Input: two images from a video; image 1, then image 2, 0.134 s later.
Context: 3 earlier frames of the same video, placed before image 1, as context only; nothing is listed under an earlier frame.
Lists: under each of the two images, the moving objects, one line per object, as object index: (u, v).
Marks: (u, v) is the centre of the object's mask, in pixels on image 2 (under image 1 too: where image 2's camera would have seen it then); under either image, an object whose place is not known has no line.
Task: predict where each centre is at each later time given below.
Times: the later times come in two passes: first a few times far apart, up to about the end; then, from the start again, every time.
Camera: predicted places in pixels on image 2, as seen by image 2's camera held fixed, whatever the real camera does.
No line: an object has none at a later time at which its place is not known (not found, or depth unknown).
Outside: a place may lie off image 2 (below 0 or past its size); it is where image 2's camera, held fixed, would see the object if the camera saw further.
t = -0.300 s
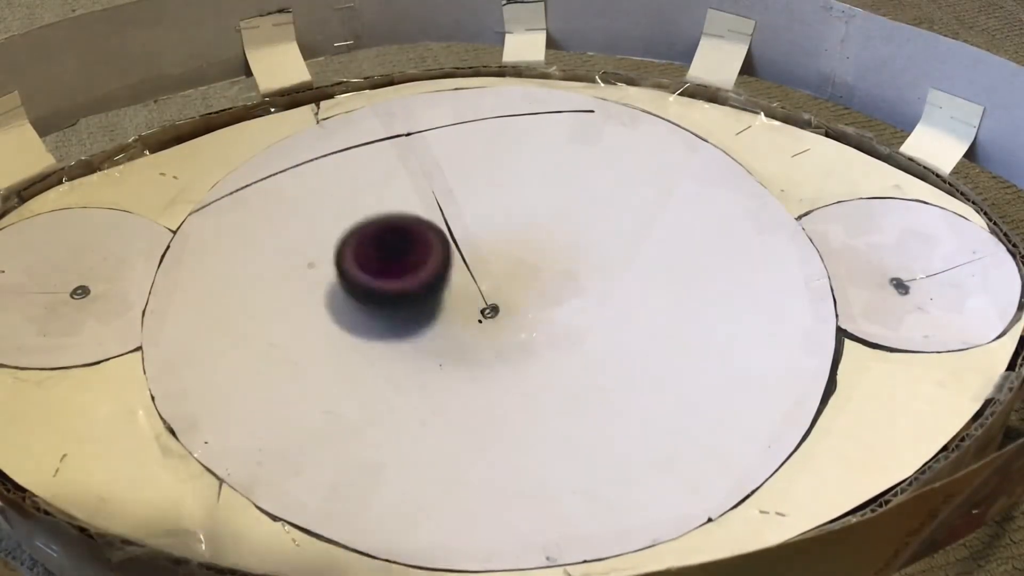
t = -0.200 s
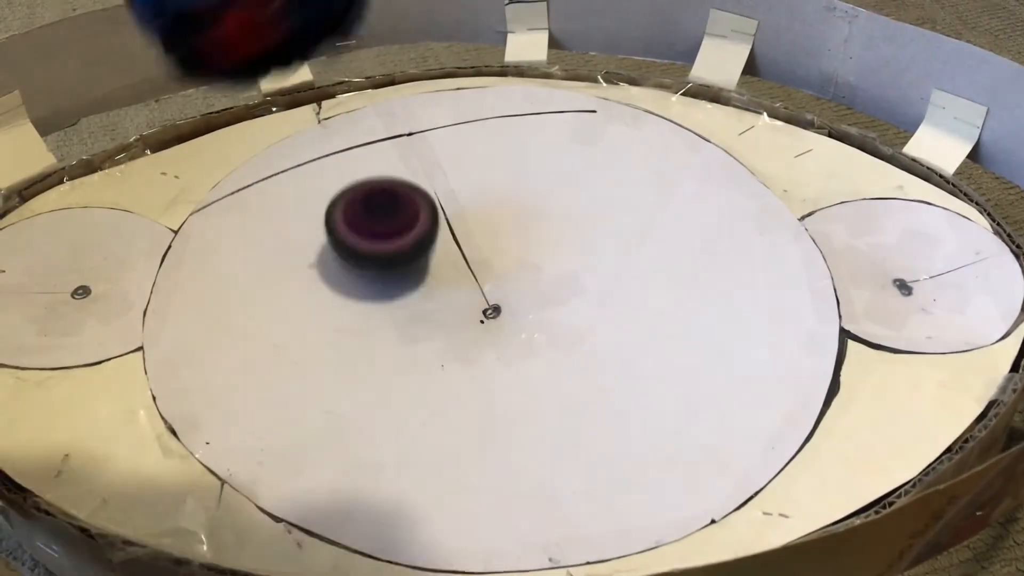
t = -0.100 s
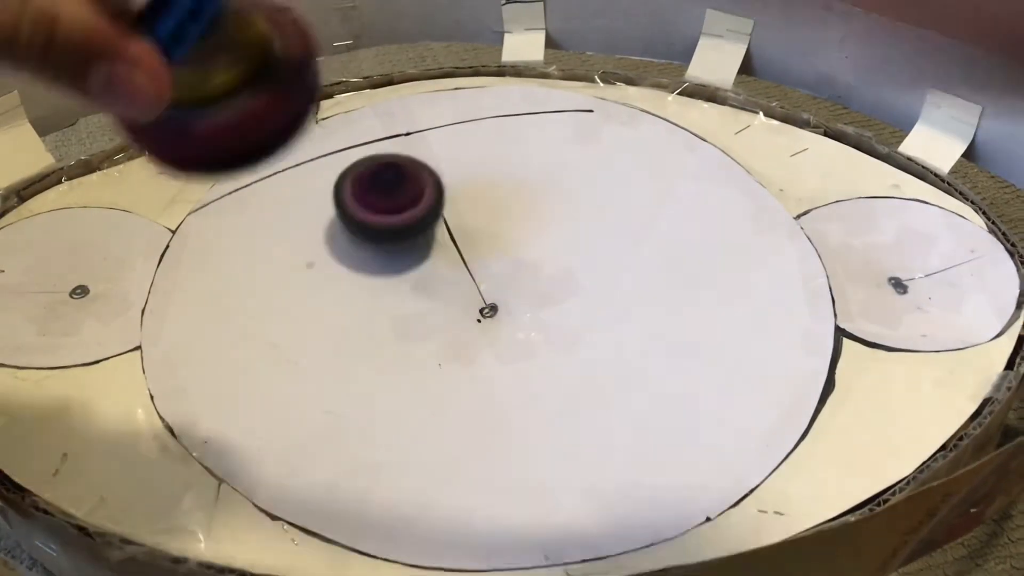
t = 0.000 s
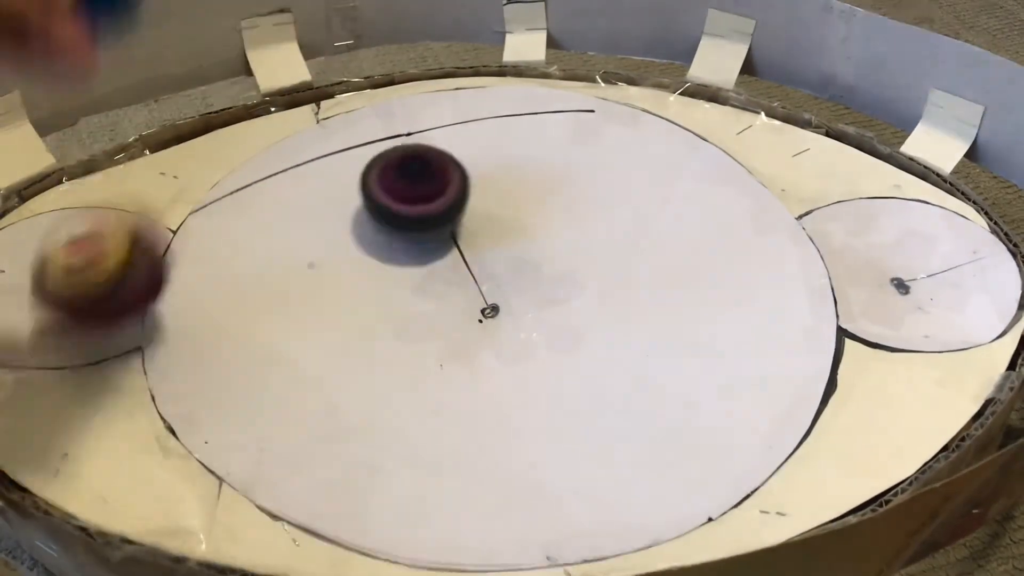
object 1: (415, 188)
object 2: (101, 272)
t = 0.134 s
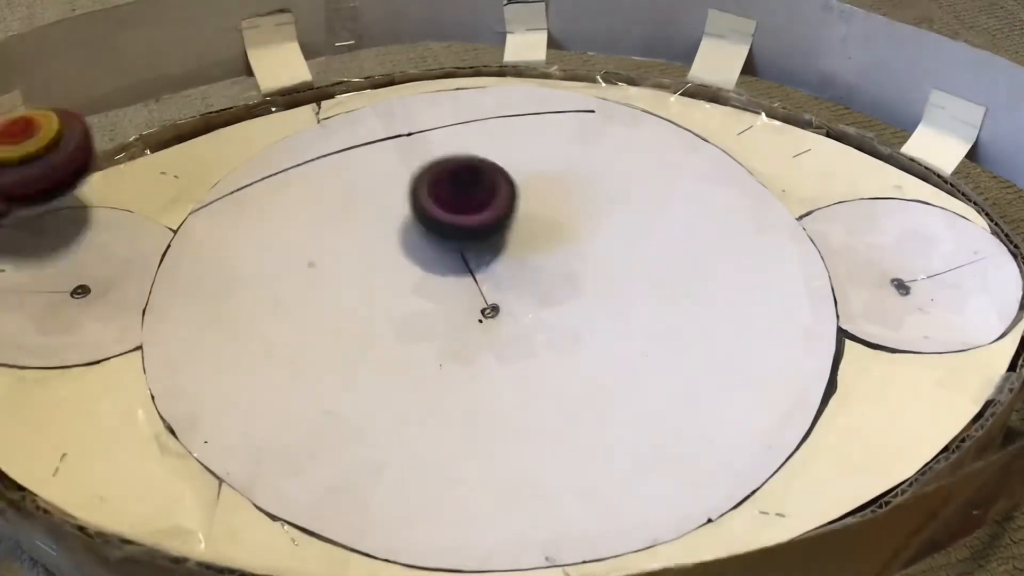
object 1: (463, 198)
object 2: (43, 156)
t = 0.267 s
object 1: (484, 251)
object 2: (53, 241)
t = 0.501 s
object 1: (471, 318)
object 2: (418, 493)
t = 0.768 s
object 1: (453, 302)
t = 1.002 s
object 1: (512, 292)
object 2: (680, 78)
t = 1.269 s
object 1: (477, 292)
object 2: (386, 213)
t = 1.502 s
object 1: (552, 283)
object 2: (450, 451)
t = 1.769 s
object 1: (467, 283)
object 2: (795, 441)
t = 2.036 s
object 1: (543, 259)
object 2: (794, 413)
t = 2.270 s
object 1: (495, 315)
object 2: (692, 263)
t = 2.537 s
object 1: (444, 288)
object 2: (373, 211)
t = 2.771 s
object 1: (495, 287)
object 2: (134, 298)
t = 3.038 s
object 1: (476, 309)
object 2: (215, 379)
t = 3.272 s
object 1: (578, 232)
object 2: (429, 349)
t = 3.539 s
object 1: (819, 159)
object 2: (456, 351)
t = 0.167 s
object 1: (475, 209)
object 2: (42, 162)
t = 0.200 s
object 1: (481, 220)
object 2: (44, 172)
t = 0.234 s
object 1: (485, 236)
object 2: (50, 203)
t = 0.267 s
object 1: (484, 251)
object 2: (53, 241)
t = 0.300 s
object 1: (485, 269)
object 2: (60, 278)
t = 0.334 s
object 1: (492, 280)
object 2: (76, 310)
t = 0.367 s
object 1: (497, 291)
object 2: (110, 345)
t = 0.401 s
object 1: (499, 301)
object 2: (162, 383)
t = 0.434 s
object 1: (494, 307)
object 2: (232, 419)
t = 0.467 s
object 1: (484, 314)
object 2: (321, 453)
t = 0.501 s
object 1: (471, 318)
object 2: (418, 493)
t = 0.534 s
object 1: (459, 320)
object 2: (518, 507)
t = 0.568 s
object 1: (451, 317)
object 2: (616, 504)
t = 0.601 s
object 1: (446, 314)
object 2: (721, 501)
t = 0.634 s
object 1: (442, 310)
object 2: (816, 465)
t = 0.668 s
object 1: (442, 308)
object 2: (902, 422)
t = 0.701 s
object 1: (444, 304)
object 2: (964, 378)
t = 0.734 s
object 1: (448, 302)
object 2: (982, 315)
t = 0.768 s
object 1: (453, 302)
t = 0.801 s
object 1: (458, 299)
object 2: (984, 193)
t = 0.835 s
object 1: (465, 298)
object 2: (952, 147)
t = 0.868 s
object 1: (473, 298)
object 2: (889, 113)
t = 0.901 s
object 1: (483, 295)
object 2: (842, 95)
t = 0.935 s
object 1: (494, 293)
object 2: (790, 86)
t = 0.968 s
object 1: (504, 292)
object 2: (732, 83)
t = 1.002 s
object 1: (512, 292)
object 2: (680, 78)
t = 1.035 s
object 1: (513, 294)
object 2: (641, 77)
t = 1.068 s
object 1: (514, 296)
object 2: (606, 85)
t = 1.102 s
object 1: (513, 300)
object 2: (569, 95)
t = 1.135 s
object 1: (509, 304)
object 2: (530, 112)
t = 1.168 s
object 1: (502, 305)
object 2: (489, 130)
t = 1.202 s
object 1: (492, 306)
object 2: (448, 155)
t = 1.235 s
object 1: (481, 302)
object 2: (414, 181)
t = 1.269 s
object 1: (477, 292)
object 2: (386, 213)
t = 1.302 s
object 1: (481, 282)
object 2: (369, 249)
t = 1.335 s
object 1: (492, 277)
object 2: (358, 289)
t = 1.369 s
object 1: (505, 272)
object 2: (354, 324)
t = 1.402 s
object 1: (518, 272)
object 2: (362, 360)
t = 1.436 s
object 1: (531, 274)
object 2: (383, 392)
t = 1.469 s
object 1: (545, 280)
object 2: (414, 422)
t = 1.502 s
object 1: (552, 283)
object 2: (450, 451)
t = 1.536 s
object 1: (552, 289)
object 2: (493, 479)
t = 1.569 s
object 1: (546, 296)
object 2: (545, 495)
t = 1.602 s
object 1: (535, 302)
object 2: (601, 503)
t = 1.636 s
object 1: (520, 305)
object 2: (657, 507)
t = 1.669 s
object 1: (503, 307)
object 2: (710, 504)
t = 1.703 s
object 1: (483, 303)
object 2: (750, 479)
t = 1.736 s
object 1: (470, 292)
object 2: (778, 457)
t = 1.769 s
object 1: (467, 283)
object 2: (795, 441)
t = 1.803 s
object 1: (471, 274)
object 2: (802, 433)
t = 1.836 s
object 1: (481, 260)
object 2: (805, 430)
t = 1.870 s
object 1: (493, 251)
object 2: (805, 427)
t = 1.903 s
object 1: (503, 248)
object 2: (804, 426)
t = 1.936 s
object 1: (513, 248)
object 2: (802, 425)
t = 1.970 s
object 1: (524, 251)
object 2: (799, 423)
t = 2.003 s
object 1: (534, 254)
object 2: (796, 420)
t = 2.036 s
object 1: (543, 259)
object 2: (794, 413)
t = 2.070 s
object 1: (551, 265)
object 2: (791, 400)
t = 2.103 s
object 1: (556, 274)
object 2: (789, 379)
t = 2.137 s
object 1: (555, 286)
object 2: (782, 355)
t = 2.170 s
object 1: (546, 297)
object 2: (770, 331)
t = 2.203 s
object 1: (532, 307)
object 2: (748, 306)
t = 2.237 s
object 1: (514, 311)
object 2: (723, 284)
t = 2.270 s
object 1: (495, 315)
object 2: (692, 263)
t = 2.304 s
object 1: (476, 316)
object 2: (659, 246)
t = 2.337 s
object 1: (457, 311)
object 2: (619, 232)
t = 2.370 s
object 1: (444, 305)
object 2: (578, 222)
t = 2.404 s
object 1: (438, 298)
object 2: (534, 216)
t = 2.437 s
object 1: (436, 293)
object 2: (491, 212)
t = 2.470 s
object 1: (438, 289)
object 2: (446, 205)
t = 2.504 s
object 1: (441, 289)
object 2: (408, 205)
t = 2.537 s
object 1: (444, 288)
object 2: (373, 211)
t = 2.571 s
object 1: (449, 288)
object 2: (338, 219)
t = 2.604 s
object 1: (455, 288)
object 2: (299, 228)
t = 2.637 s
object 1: (462, 287)
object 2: (261, 240)
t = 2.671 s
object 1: (469, 287)
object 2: (222, 253)
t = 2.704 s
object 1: (477, 286)
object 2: (187, 266)
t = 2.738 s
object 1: (486, 286)
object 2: (157, 282)
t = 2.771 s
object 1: (495, 287)
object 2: (134, 298)
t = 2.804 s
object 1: (505, 289)
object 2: (122, 314)
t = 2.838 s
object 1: (512, 292)
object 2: (118, 326)
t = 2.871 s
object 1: (514, 296)
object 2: (122, 337)
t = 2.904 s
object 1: (511, 300)
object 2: (129, 342)
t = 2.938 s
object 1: (503, 304)
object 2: (142, 348)
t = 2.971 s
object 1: (494, 309)
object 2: (160, 356)
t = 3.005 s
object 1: (484, 311)
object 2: (183, 368)
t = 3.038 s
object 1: (476, 309)
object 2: (215, 379)
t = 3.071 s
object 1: (473, 305)
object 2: (253, 374)
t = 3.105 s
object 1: (474, 297)
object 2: (298, 371)
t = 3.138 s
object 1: (480, 288)
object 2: (342, 363)
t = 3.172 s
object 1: (490, 280)
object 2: (382, 351)
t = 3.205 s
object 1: (503, 273)
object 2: (421, 338)
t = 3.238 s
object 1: (526, 259)
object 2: (436, 339)
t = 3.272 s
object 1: (578, 232)
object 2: (429, 349)
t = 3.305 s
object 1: (629, 212)
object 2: (426, 356)
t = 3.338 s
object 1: (671, 199)
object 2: (426, 363)
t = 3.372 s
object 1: (709, 186)
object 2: (428, 368)
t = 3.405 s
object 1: (742, 179)
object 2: (432, 370)
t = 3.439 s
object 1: (768, 174)
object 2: (438, 369)
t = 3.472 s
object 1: (790, 168)
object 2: (444, 365)
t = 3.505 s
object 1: (807, 164)
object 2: (449, 358)
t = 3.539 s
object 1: (819, 159)
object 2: (456, 351)
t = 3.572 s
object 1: (826, 152)
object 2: (465, 340)
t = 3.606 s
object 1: (833, 145)
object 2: (473, 329)
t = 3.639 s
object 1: (839, 138)
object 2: (482, 315)
